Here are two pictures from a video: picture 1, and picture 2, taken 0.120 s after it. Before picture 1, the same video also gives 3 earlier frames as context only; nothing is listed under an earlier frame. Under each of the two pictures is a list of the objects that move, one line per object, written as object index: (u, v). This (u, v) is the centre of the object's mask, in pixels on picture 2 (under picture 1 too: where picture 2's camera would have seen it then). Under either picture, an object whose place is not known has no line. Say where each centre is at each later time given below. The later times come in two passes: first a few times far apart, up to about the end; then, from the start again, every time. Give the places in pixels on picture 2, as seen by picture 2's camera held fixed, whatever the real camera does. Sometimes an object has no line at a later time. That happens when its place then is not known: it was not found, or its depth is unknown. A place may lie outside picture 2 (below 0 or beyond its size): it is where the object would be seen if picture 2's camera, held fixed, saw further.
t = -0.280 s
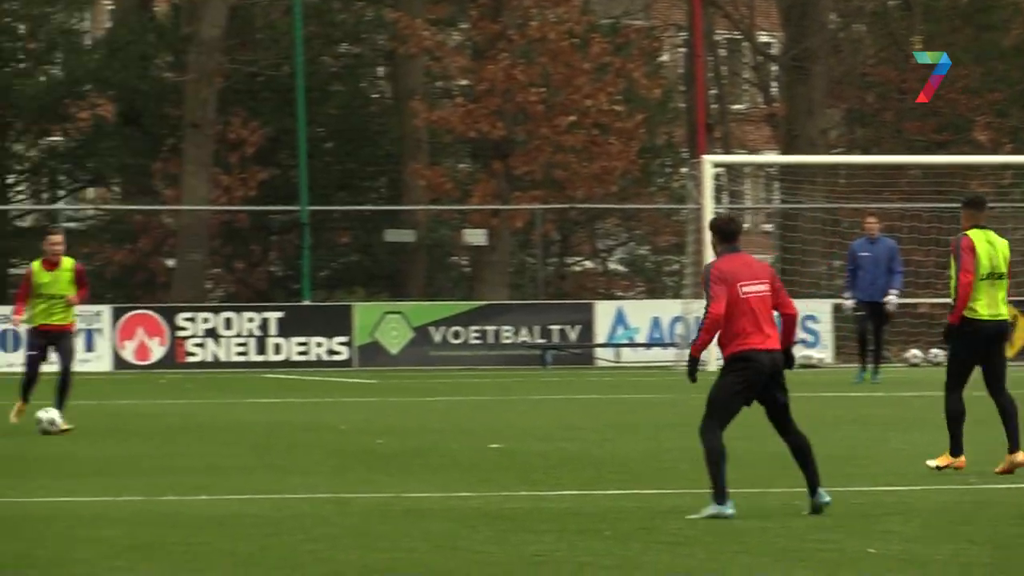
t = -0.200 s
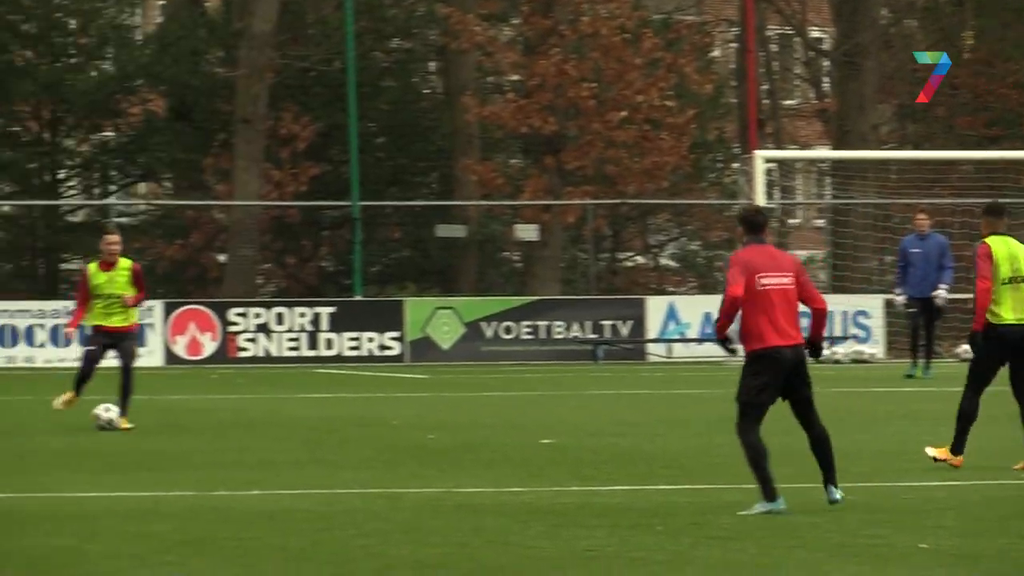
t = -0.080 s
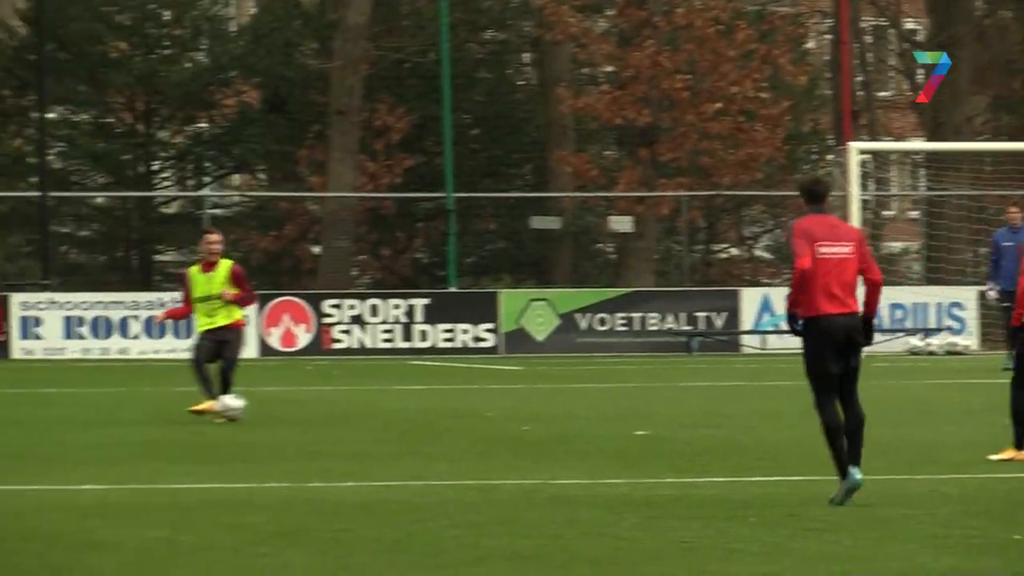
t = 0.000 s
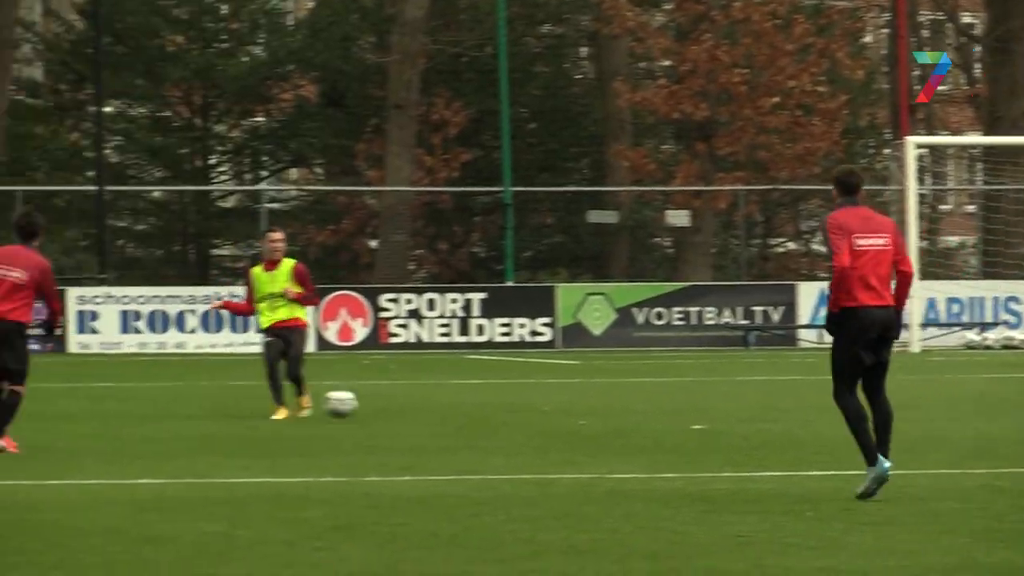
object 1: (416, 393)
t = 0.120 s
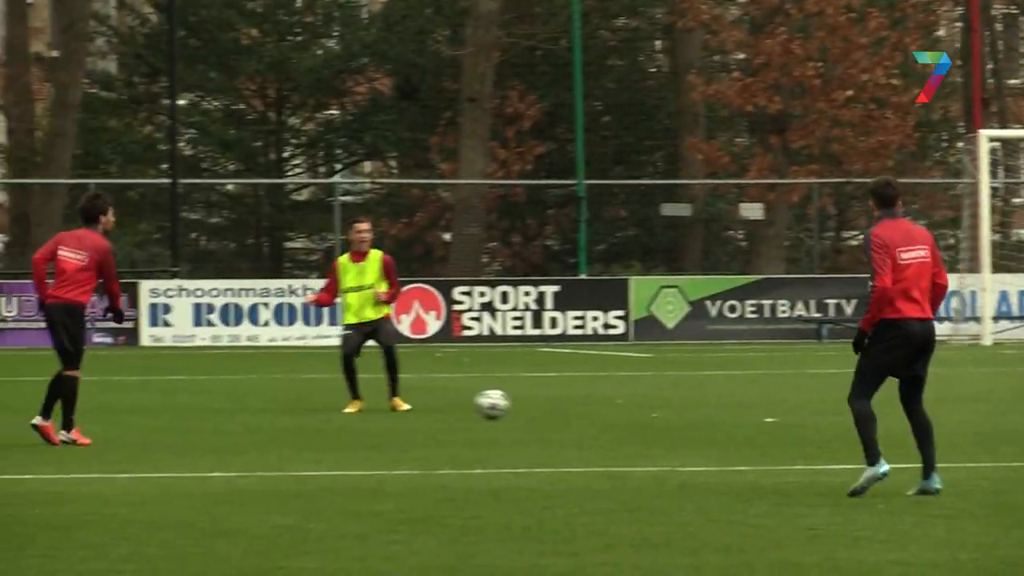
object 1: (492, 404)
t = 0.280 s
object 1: (596, 415)
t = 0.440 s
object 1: (695, 422)
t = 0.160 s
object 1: (517, 403)
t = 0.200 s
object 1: (544, 405)
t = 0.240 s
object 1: (570, 410)
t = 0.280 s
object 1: (596, 415)
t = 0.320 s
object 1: (622, 416)
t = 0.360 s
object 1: (646, 415)
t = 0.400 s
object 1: (670, 416)
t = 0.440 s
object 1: (695, 422)
